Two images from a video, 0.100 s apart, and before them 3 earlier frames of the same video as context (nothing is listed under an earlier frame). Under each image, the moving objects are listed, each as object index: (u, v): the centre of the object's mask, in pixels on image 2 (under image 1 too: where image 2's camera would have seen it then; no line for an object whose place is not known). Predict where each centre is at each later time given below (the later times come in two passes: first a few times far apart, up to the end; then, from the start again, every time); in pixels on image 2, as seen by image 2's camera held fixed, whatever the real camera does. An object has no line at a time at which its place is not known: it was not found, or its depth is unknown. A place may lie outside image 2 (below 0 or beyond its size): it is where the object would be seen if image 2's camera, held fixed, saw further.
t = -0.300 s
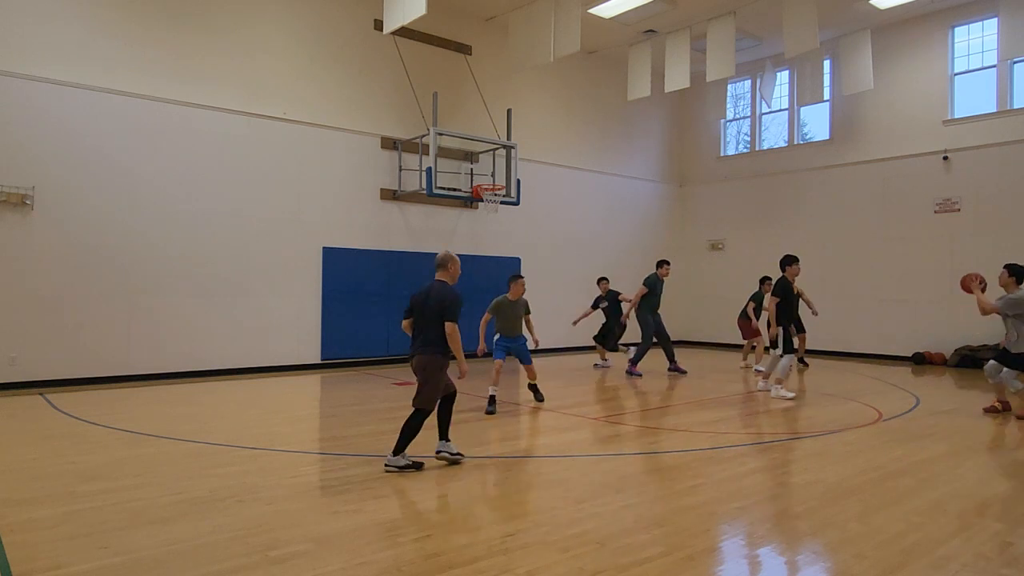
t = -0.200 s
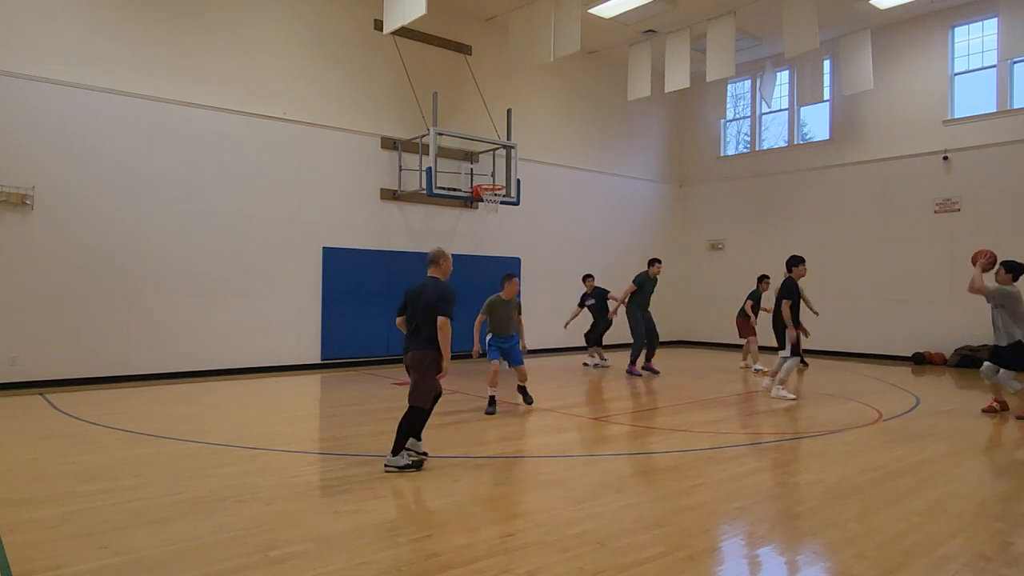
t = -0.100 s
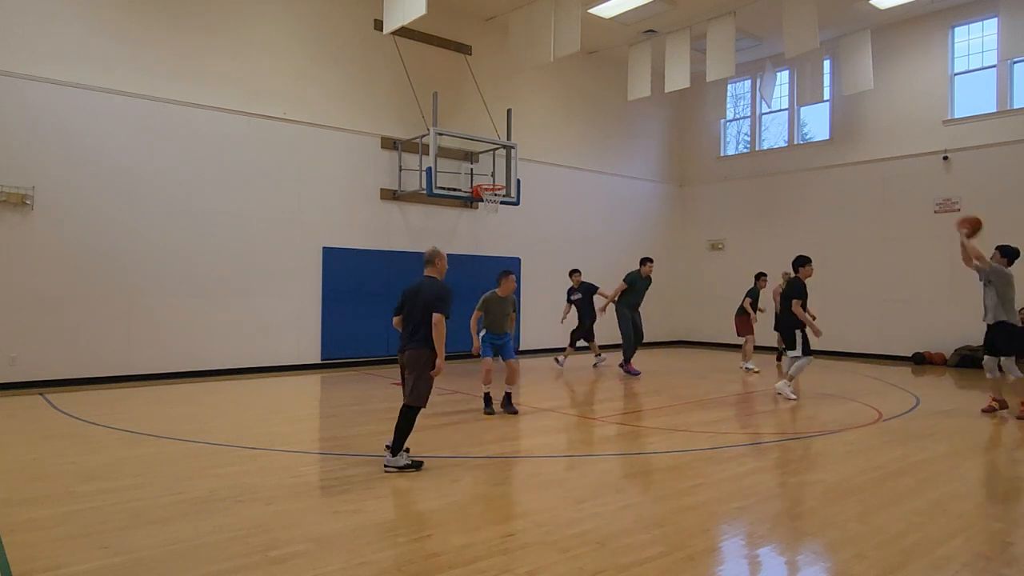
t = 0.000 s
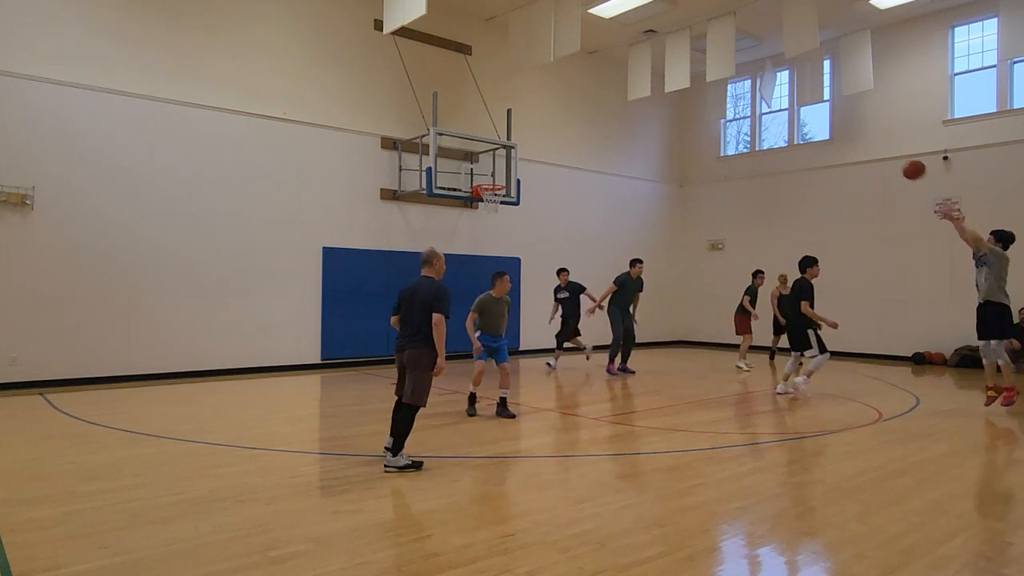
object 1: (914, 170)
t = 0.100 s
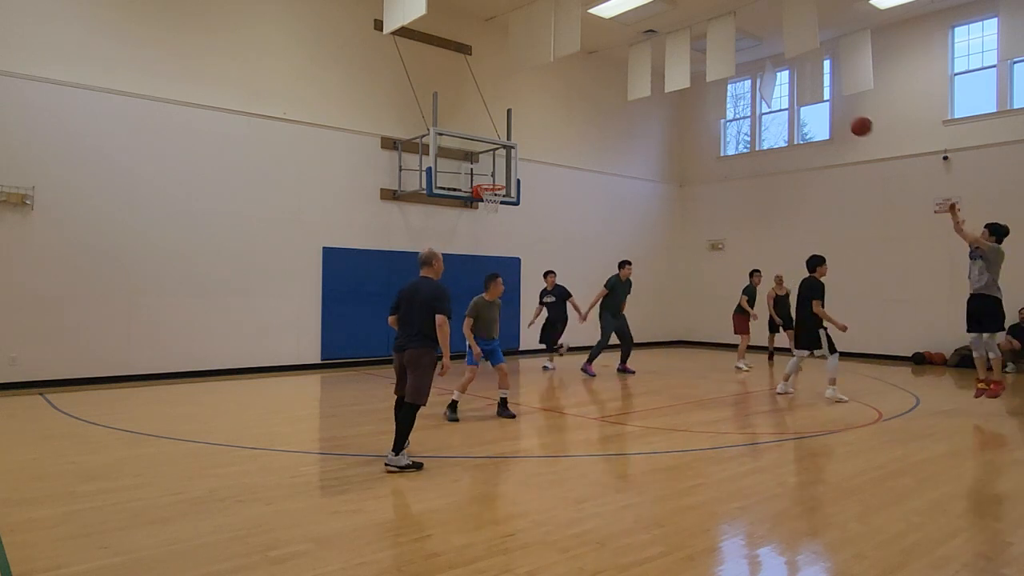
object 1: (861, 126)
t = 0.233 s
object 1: (798, 86)
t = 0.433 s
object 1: (717, 56)
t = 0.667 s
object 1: (637, 59)
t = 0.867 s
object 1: (578, 89)
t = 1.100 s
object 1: (519, 147)
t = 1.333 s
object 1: (509, 189)
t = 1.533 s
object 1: (532, 205)
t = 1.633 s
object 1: (543, 221)
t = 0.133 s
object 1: (844, 115)
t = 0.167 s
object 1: (830, 104)
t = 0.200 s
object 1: (813, 94)
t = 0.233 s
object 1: (798, 86)
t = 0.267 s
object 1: (784, 77)
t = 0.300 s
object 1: (769, 72)
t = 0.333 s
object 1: (756, 67)
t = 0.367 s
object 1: (742, 62)
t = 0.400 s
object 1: (730, 59)
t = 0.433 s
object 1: (717, 56)
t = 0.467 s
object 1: (704, 54)
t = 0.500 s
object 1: (693, 53)
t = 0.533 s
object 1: (681, 52)
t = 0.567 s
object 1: (669, 53)
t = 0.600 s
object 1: (658, 54)
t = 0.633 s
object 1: (647, 56)
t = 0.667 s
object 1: (637, 59)
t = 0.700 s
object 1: (627, 62)
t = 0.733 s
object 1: (617, 66)
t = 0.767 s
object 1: (607, 71)
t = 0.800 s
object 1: (597, 77)
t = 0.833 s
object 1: (587, 82)
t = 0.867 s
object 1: (578, 89)
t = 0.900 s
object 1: (569, 96)
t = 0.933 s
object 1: (560, 103)
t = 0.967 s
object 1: (552, 111)
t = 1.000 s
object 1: (544, 119)
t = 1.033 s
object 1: (535, 128)
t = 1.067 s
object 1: (527, 137)
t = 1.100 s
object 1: (519, 147)
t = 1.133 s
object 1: (512, 157)
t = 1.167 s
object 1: (504, 167)
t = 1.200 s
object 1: (496, 178)
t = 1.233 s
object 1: (493, 186)
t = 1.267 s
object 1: (498, 186)
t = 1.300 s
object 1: (503, 185)
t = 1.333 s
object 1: (509, 189)
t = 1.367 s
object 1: (511, 190)
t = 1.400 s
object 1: (515, 192)
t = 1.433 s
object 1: (520, 194)
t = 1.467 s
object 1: (524, 197)
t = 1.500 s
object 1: (528, 200)
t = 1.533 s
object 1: (532, 205)
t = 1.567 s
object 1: (536, 209)
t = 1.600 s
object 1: (539, 215)
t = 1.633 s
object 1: (543, 221)
